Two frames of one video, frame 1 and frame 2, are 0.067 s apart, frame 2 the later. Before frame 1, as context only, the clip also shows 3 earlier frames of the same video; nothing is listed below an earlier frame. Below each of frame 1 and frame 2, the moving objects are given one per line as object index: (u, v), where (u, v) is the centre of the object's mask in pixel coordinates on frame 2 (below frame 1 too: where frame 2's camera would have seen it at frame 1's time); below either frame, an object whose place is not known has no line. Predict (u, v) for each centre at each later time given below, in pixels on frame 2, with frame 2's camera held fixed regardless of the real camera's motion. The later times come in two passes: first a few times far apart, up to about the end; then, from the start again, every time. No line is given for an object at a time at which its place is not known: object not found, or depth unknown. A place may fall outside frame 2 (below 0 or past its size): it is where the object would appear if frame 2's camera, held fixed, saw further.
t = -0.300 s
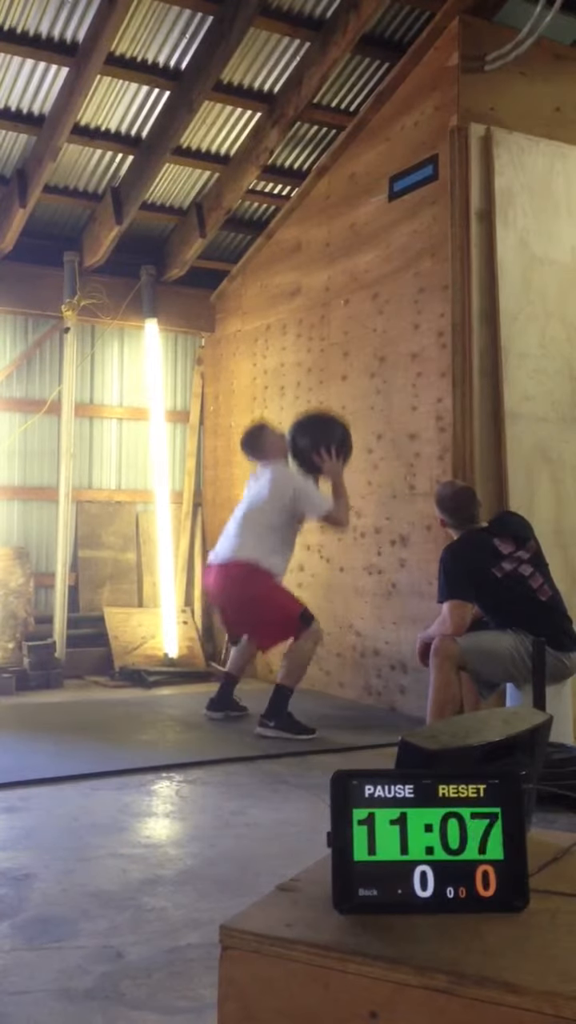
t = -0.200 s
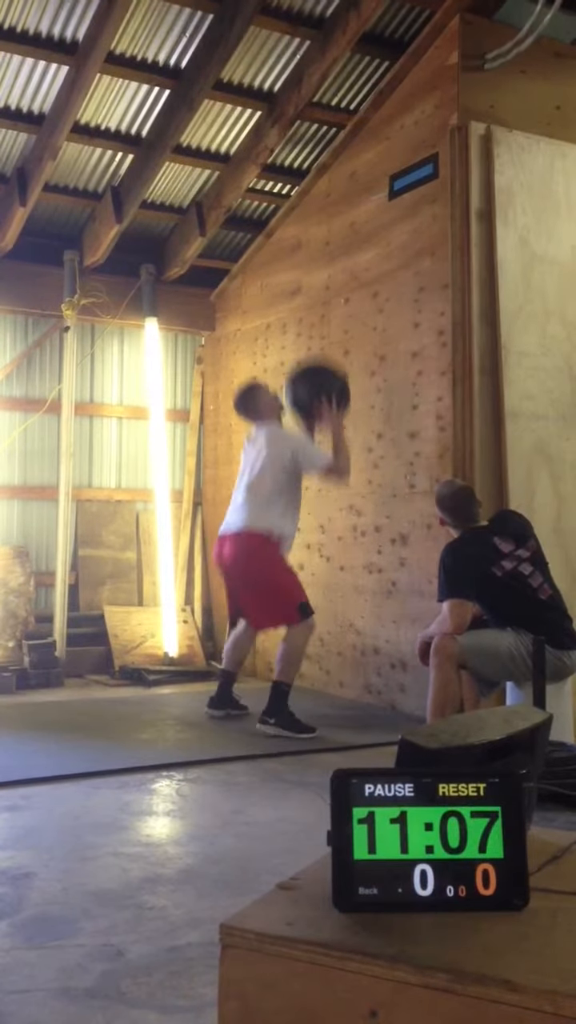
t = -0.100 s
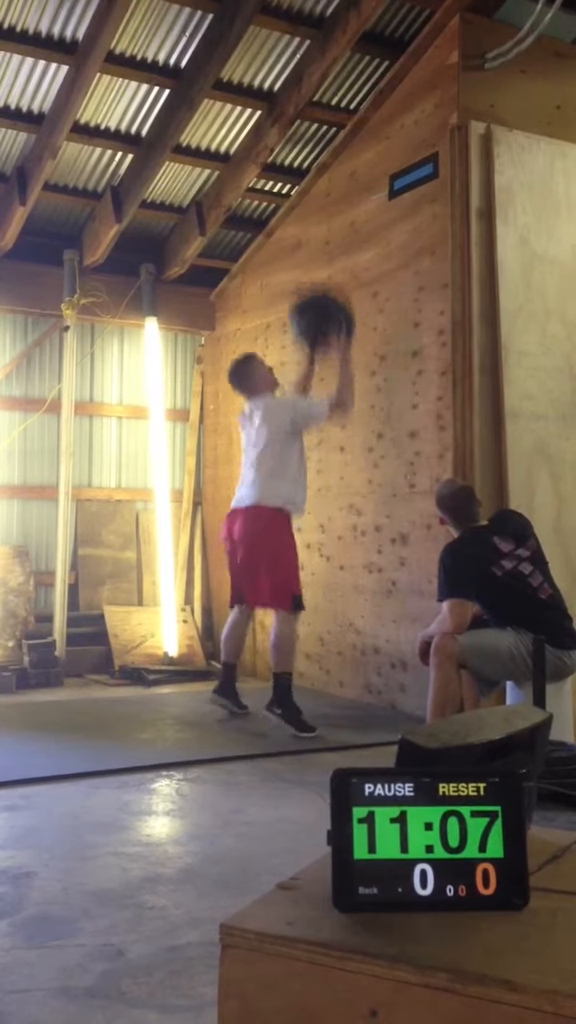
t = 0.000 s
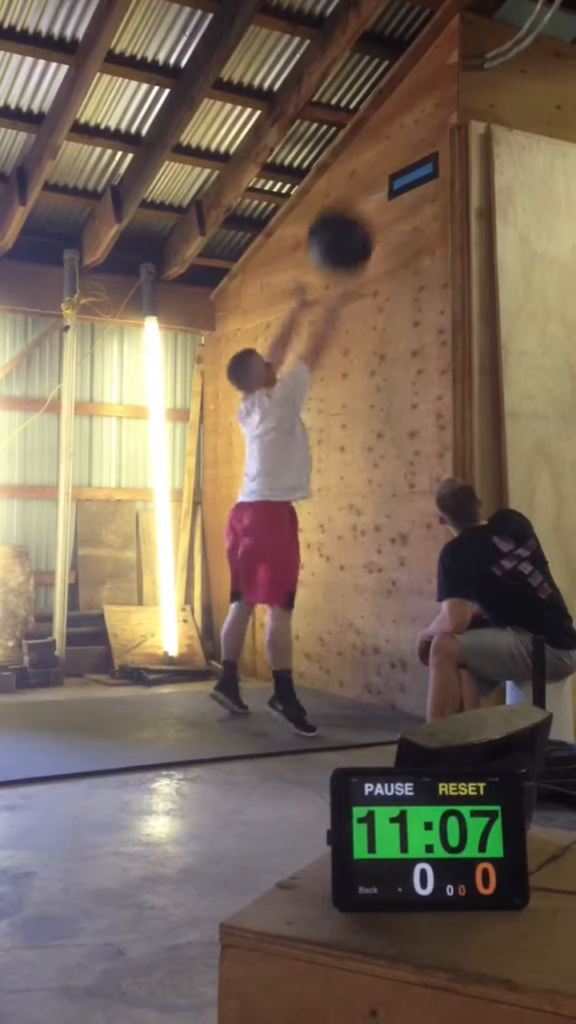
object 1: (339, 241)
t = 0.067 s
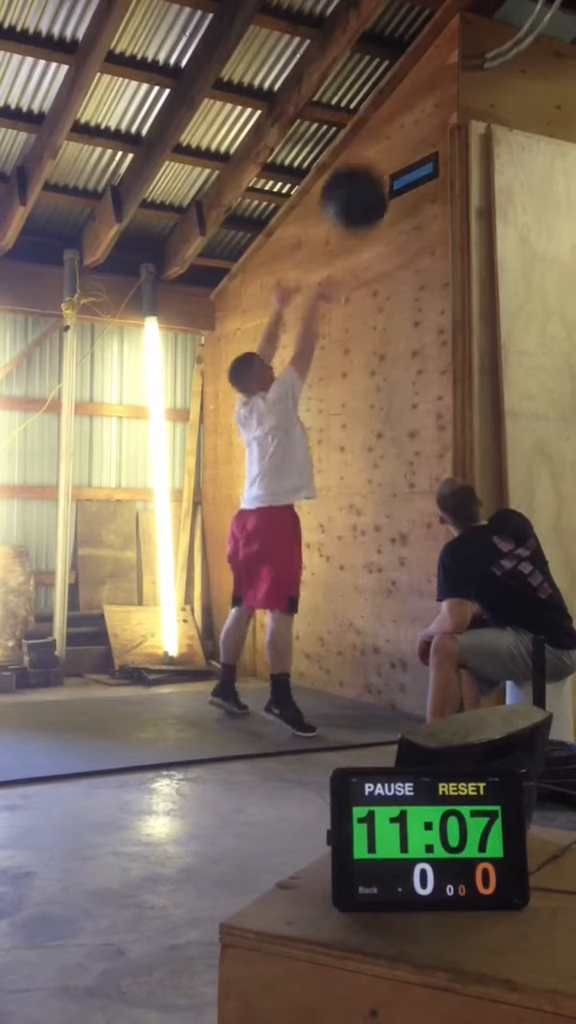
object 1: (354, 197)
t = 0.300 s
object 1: (394, 114)
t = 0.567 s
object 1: (354, 148)
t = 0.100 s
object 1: (361, 179)
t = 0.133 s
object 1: (367, 162)
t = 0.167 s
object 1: (374, 148)
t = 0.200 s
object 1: (381, 136)
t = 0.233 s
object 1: (393, 125)
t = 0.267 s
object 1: (396, 118)
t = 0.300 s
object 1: (394, 114)
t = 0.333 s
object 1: (391, 111)
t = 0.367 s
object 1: (388, 110)
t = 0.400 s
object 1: (377, 111)
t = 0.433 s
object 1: (373, 114)
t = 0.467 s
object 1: (368, 120)
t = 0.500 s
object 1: (364, 128)
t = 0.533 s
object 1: (359, 138)
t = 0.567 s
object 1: (354, 148)
